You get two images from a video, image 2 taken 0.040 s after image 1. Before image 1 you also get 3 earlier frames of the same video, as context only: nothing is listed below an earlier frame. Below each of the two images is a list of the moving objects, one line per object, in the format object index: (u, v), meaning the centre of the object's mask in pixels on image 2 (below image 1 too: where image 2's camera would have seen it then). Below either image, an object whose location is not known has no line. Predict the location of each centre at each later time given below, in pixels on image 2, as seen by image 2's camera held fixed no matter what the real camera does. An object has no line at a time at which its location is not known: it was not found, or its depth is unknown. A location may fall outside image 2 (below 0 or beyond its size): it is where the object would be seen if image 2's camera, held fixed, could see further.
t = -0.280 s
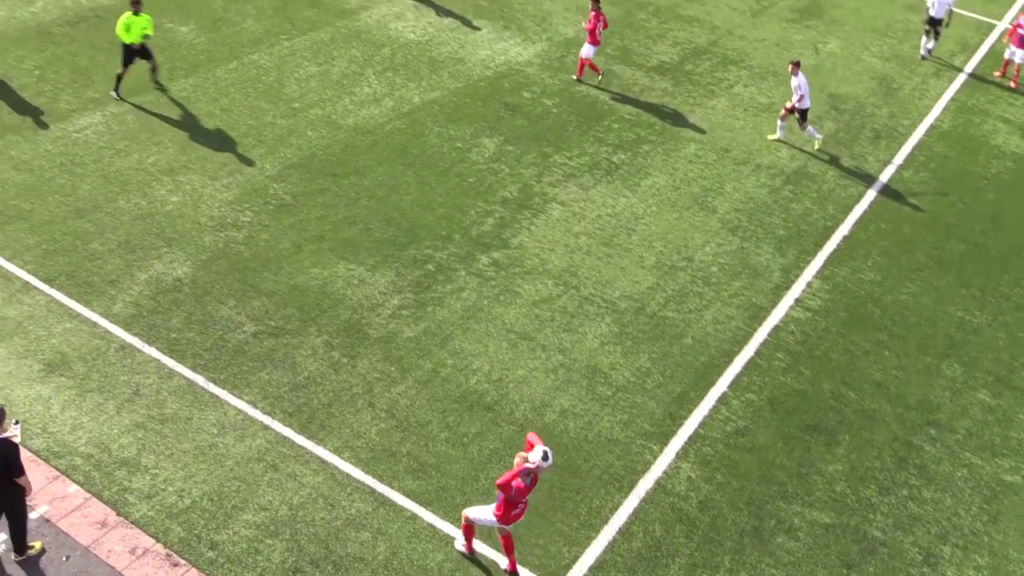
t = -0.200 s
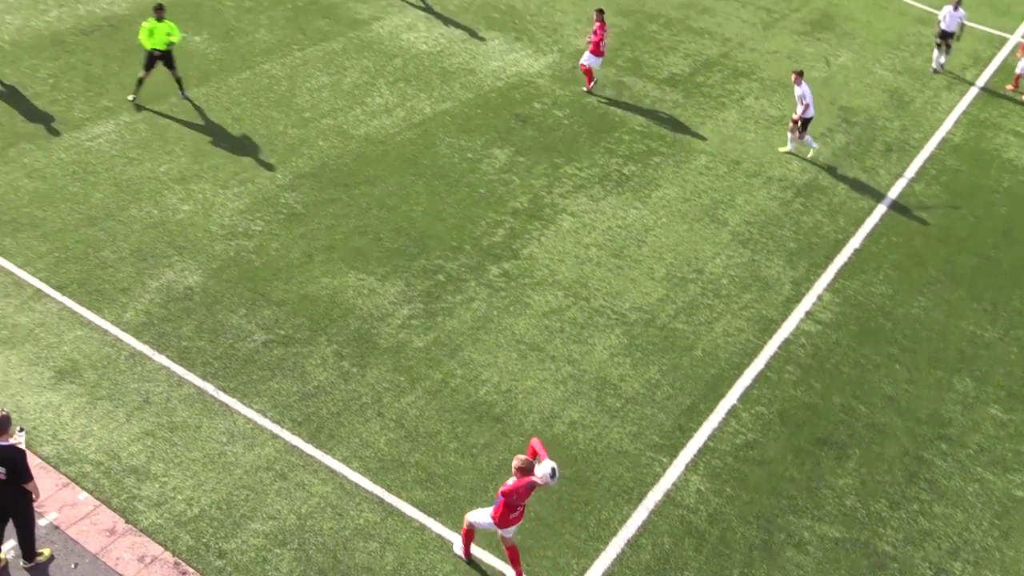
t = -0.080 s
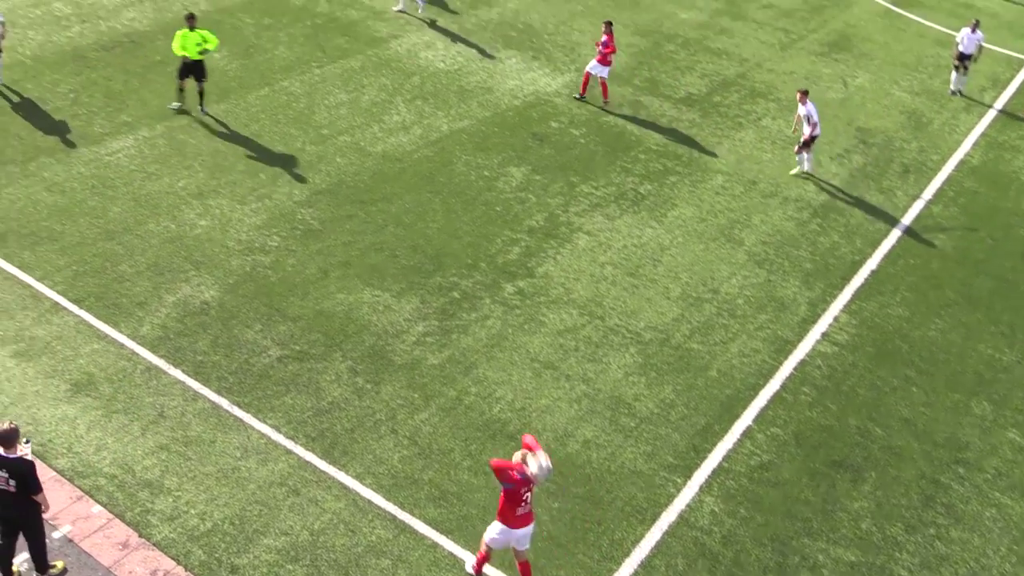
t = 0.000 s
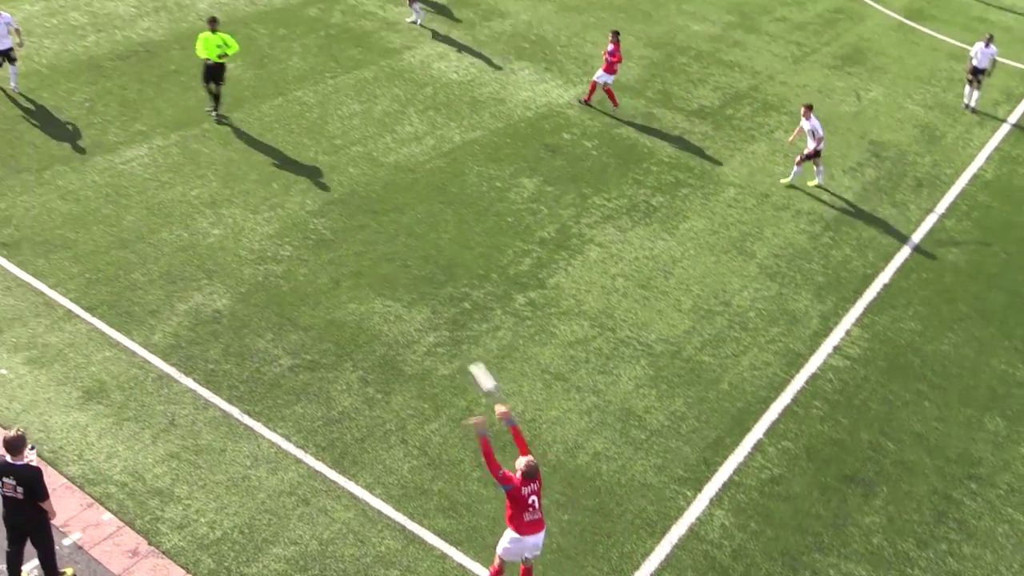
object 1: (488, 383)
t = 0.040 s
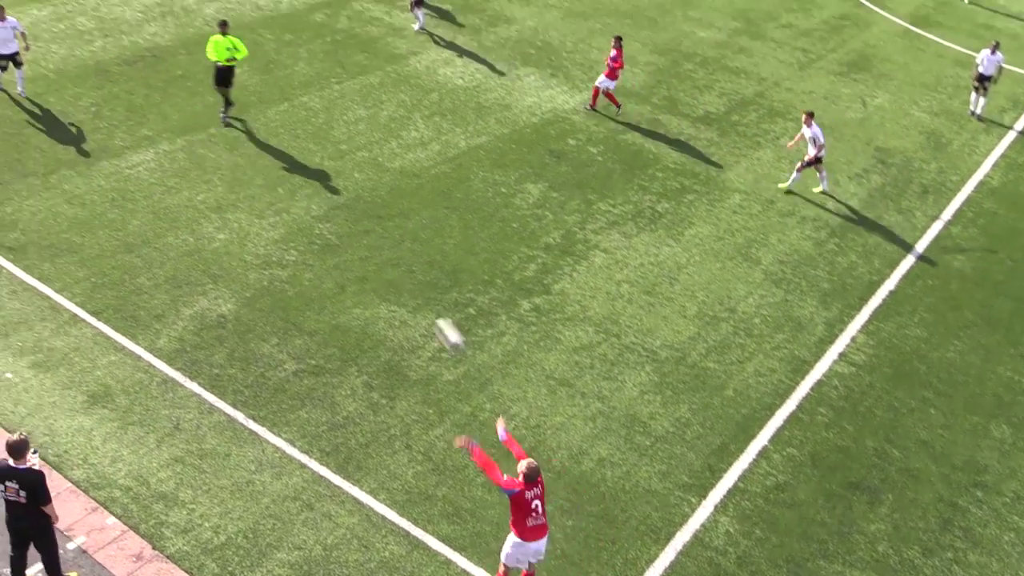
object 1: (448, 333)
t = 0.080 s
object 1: (412, 287)
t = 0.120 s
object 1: (377, 243)
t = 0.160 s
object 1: (343, 202)
